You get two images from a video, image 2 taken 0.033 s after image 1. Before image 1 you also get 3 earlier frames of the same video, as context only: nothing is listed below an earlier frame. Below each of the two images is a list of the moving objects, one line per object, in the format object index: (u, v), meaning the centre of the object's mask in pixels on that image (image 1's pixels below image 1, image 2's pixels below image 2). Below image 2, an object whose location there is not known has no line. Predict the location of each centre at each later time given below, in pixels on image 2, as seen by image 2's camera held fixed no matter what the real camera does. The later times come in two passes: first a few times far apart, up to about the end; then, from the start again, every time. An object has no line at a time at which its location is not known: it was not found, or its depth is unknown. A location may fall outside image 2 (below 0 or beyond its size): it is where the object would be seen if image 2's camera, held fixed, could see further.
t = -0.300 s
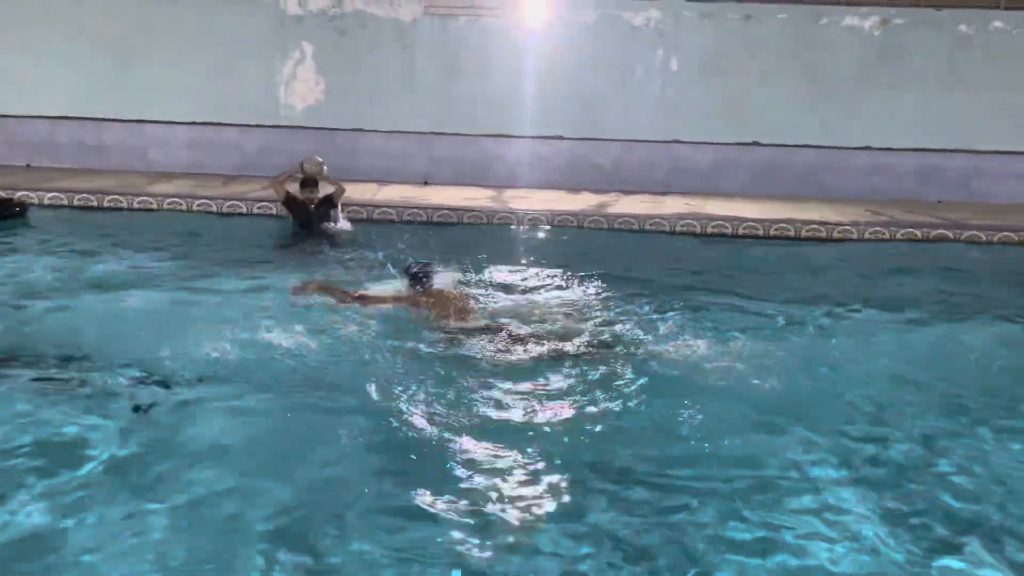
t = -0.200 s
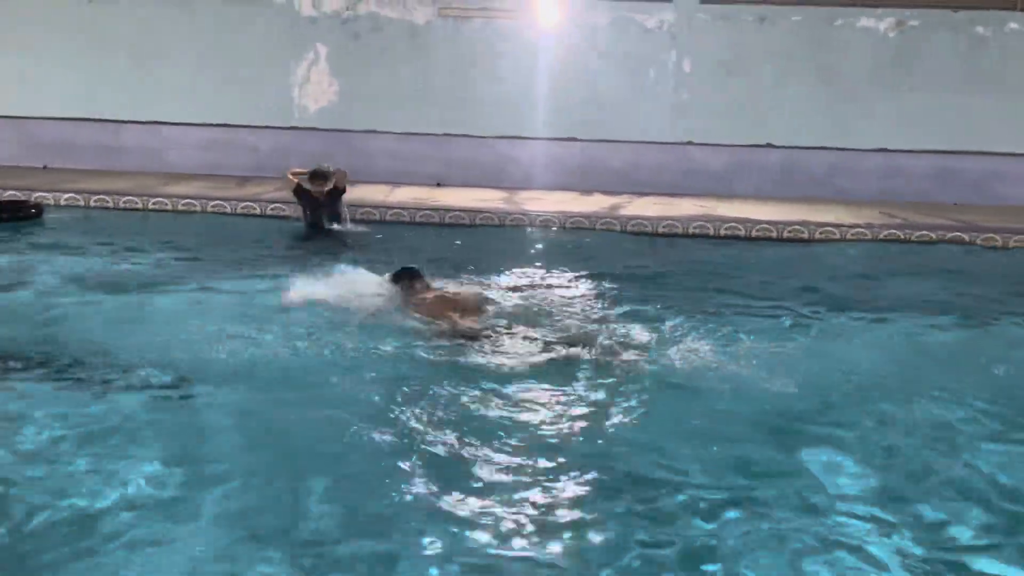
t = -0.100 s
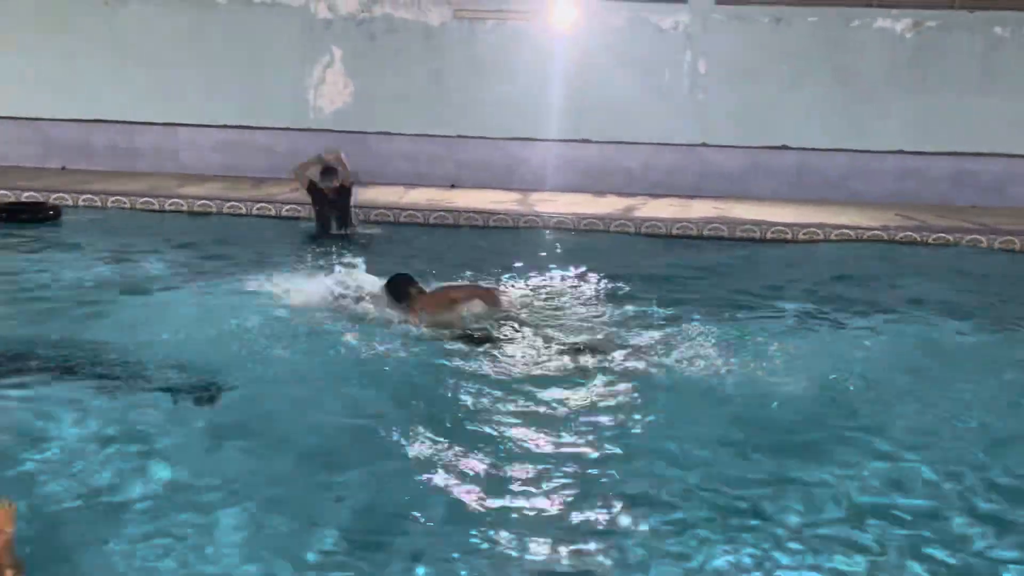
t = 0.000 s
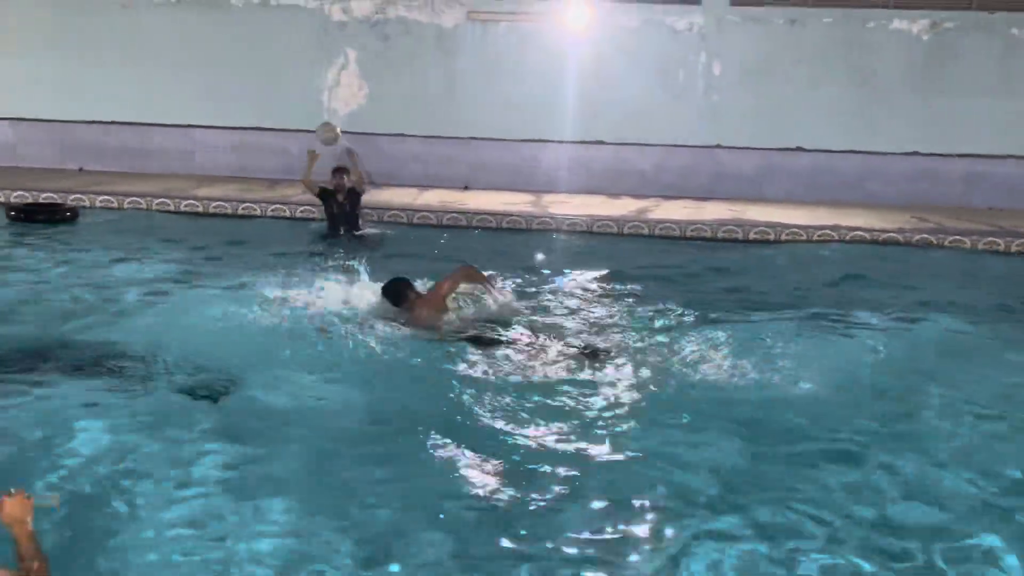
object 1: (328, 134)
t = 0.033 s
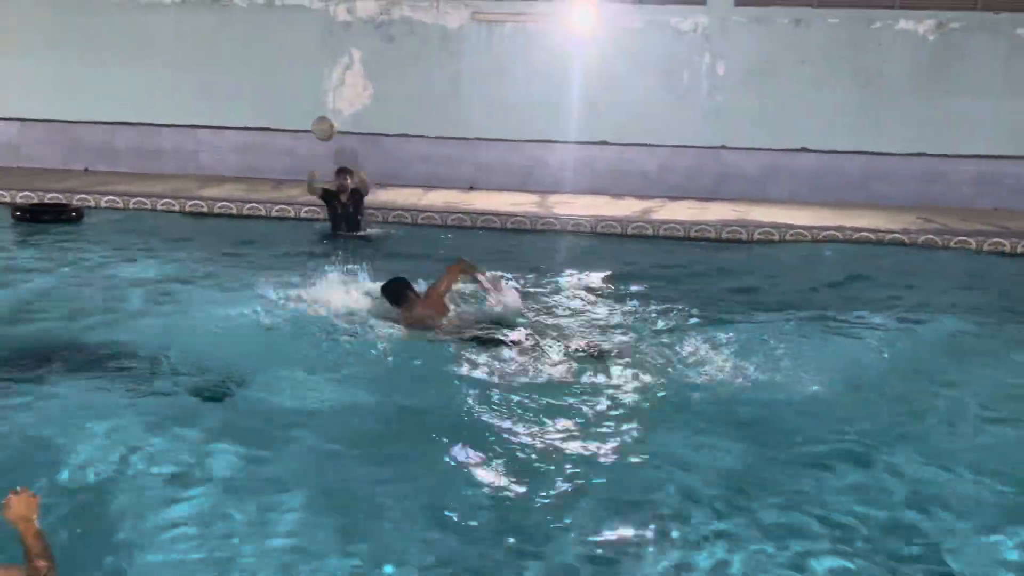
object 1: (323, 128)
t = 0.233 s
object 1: (254, 125)
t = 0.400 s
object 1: (162, 181)
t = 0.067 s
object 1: (314, 124)
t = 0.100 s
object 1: (303, 121)
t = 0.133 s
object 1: (292, 120)
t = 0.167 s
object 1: (281, 120)
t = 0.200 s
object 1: (268, 122)
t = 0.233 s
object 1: (254, 125)
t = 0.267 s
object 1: (238, 130)
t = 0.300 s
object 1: (221, 138)
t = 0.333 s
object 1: (203, 151)
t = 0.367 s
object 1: (184, 161)
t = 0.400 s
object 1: (162, 181)
